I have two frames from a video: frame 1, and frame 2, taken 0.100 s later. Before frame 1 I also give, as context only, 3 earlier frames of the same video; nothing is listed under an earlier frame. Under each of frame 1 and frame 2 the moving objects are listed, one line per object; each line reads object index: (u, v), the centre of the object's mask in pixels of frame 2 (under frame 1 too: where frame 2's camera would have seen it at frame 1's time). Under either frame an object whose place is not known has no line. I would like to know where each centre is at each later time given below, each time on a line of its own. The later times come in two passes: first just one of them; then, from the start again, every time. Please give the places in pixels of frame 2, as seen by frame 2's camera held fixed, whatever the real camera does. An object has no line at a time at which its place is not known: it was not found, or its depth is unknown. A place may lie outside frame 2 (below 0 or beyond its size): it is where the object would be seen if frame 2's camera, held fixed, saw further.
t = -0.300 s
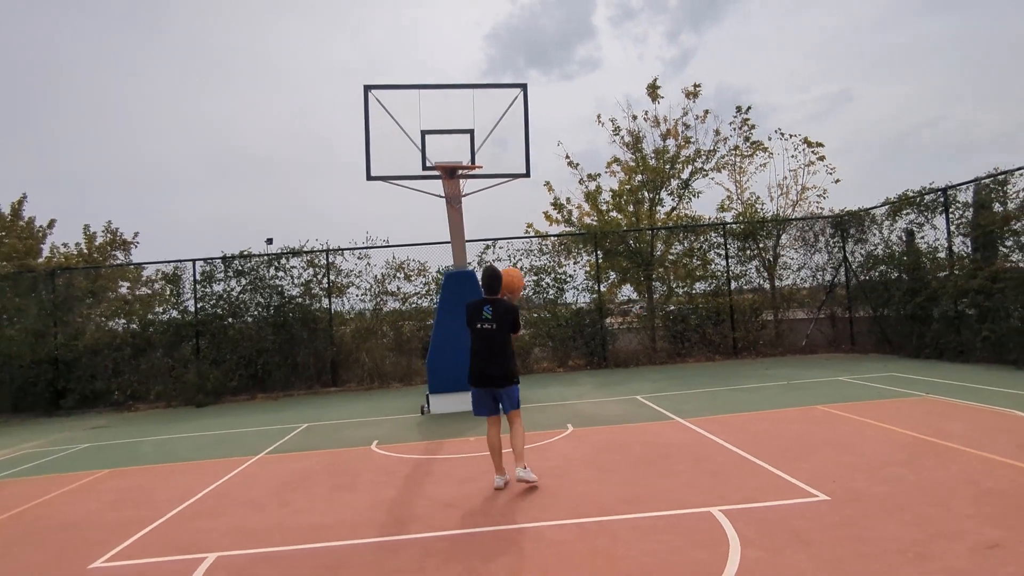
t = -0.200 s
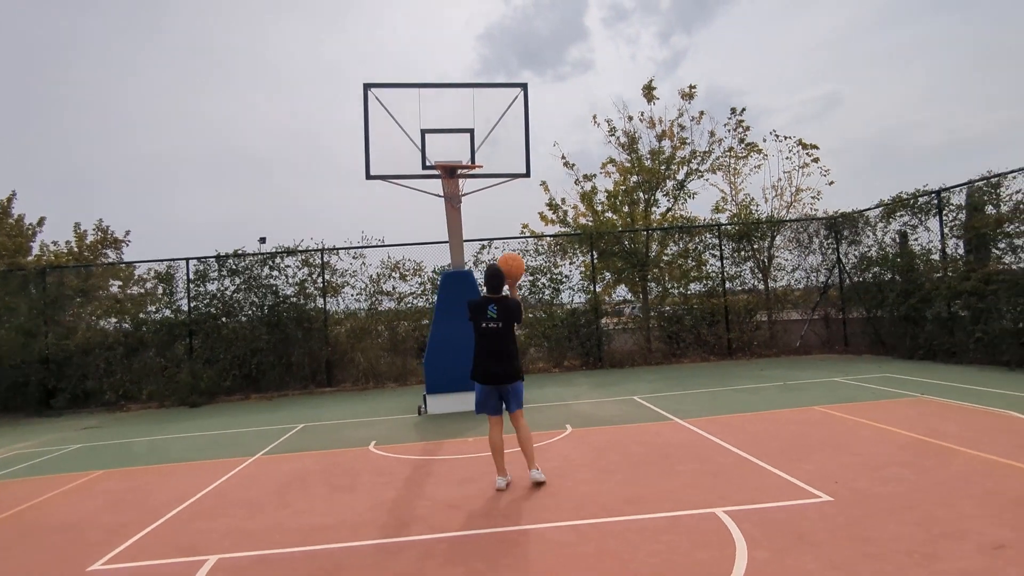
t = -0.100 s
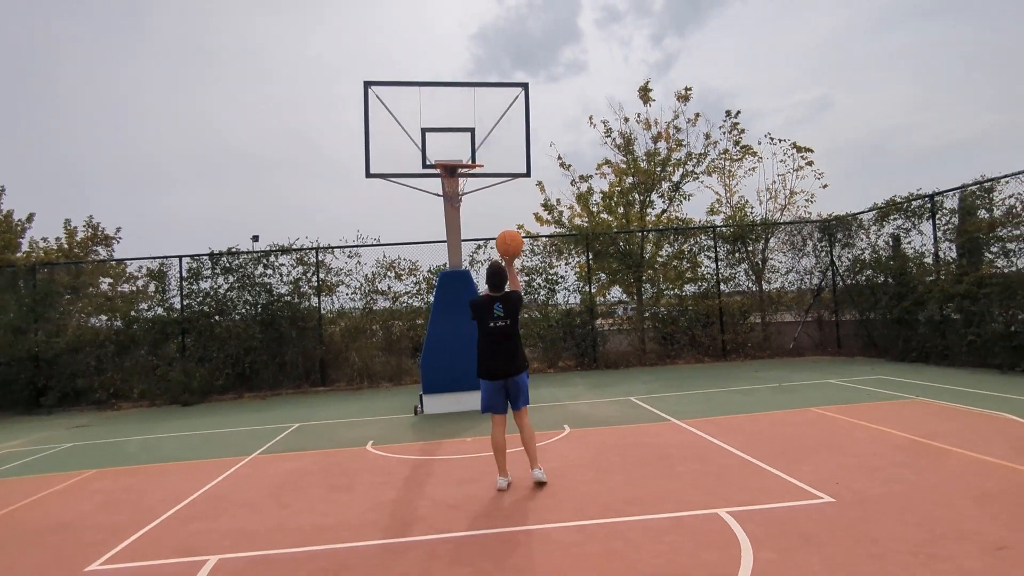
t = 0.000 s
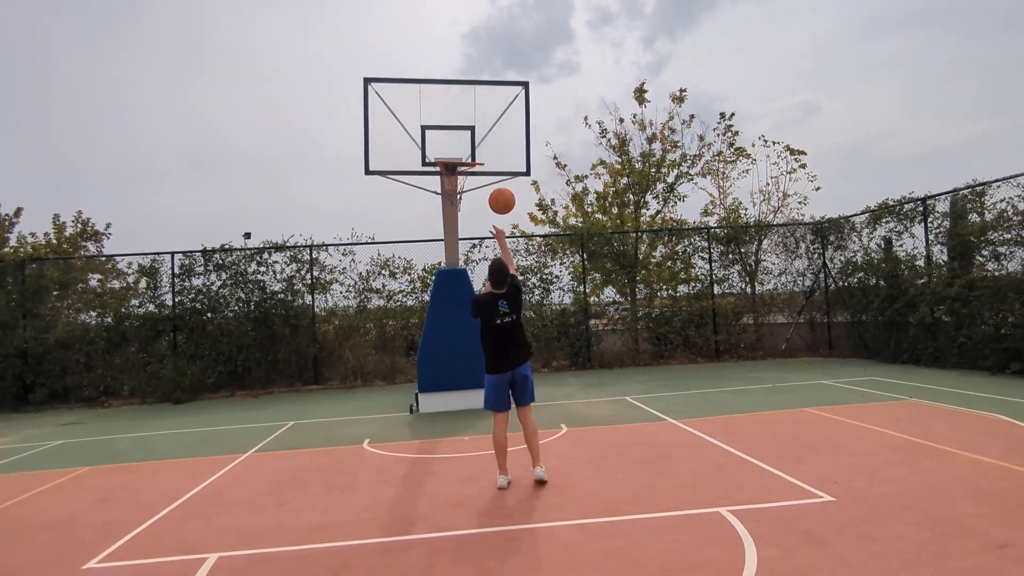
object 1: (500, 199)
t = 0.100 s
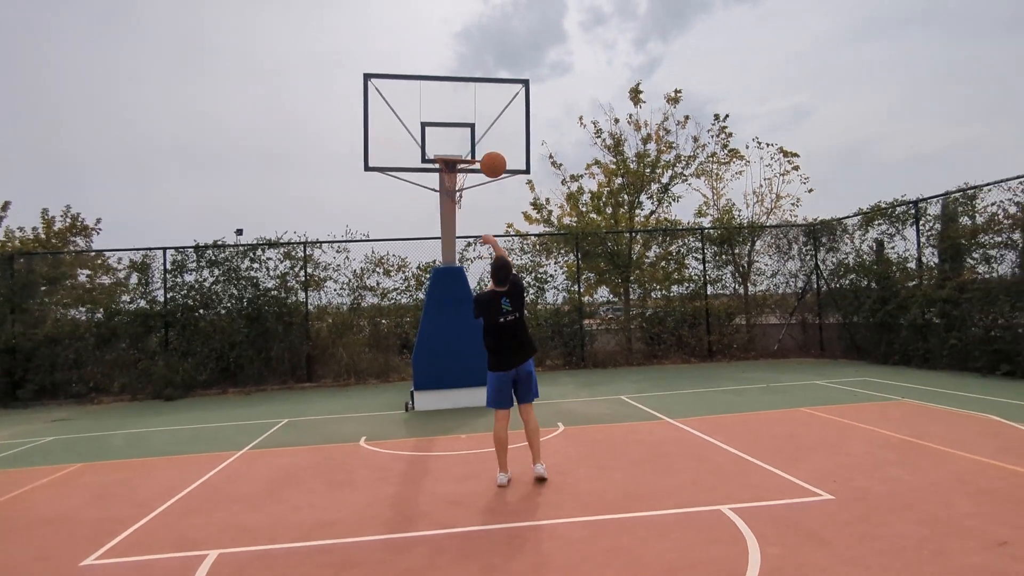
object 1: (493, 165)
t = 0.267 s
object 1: (485, 135)
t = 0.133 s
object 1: (491, 156)
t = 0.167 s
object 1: (490, 149)
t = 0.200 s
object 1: (488, 143)
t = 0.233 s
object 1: (486, 139)
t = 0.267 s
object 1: (485, 135)
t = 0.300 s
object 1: (483, 133)
